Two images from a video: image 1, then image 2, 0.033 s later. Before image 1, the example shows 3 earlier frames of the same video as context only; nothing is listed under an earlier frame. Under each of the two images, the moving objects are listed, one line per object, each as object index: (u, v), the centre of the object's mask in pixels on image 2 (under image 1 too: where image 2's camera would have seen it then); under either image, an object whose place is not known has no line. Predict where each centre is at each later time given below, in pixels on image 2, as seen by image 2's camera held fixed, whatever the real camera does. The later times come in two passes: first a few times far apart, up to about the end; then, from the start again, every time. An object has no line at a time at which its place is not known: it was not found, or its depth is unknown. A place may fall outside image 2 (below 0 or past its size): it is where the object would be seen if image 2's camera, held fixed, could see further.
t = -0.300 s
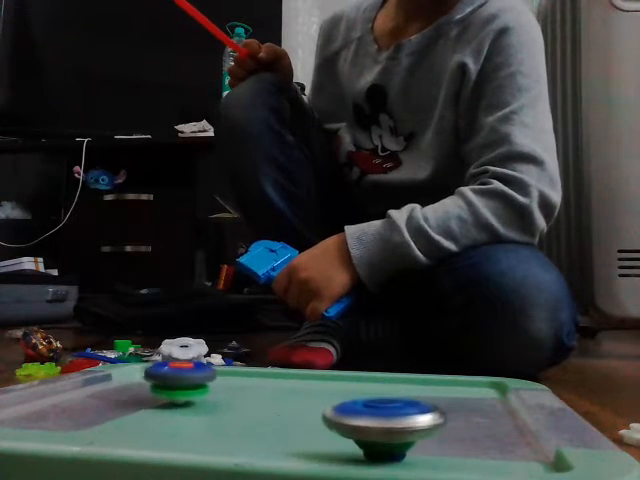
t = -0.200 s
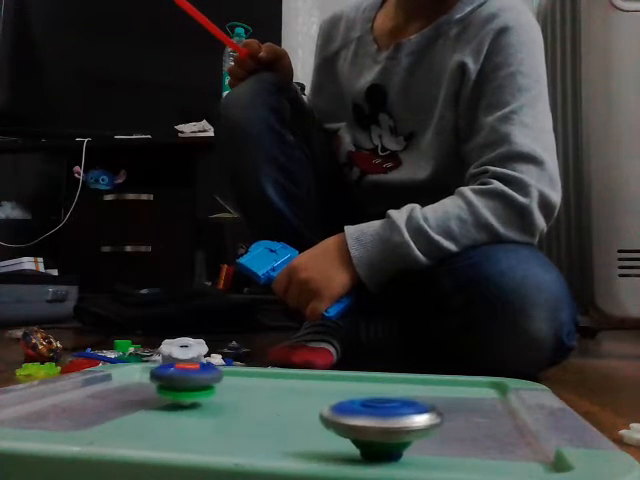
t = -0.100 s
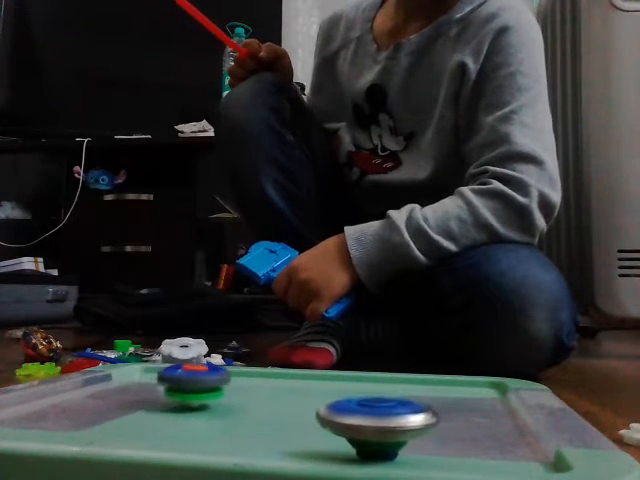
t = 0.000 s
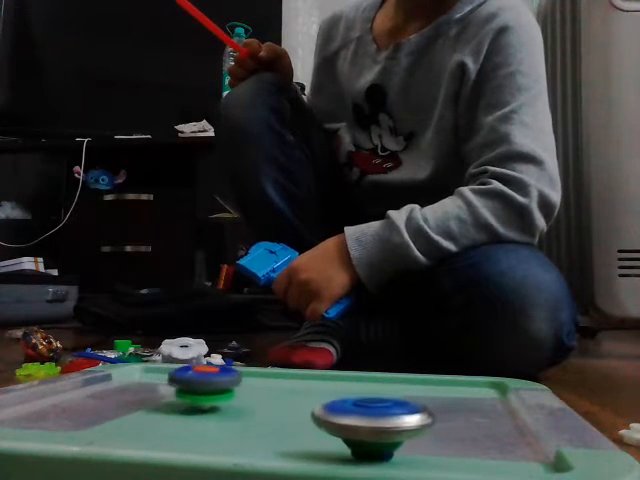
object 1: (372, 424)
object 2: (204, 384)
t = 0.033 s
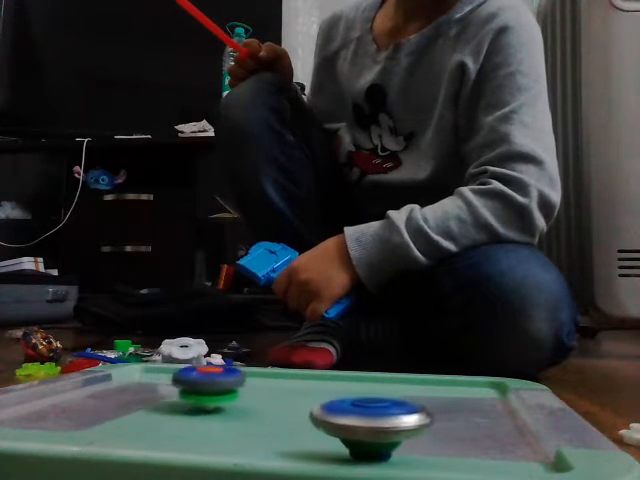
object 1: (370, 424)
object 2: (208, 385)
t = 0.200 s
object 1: (360, 424)
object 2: (231, 387)
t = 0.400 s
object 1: (349, 422)
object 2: (265, 389)
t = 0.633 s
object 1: (343, 419)
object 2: (298, 383)
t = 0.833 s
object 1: (338, 416)
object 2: (322, 378)
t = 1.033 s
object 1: (342, 412)
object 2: (335, 375)
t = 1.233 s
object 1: (350, 406)
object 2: (338, 373)
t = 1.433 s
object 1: (357, 400)
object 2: (327, 374)
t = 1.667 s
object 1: (362, 393)
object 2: (305, 383)
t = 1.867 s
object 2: (289, 385)
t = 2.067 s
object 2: (275, 389)
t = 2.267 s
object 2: (258, 390)
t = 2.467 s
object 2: (247, 393)
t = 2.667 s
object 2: (242, 396)
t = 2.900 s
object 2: (245, 396)
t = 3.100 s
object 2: (248, 396)
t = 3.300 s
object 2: (253, 395)
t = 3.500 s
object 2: (261, 392)
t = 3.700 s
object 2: (264, 389)
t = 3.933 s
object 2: (264, 389)
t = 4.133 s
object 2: (261, 389)
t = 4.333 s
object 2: (258, 389)
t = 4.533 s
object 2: (257, 389)
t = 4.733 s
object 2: (256, 389)
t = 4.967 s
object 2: (263, 389)
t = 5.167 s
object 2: (274, 389)
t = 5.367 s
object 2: (292, 388)
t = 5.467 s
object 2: (298, 388)
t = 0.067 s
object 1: (369, 424)
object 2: (213, 385)
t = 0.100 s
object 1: (367, 424)
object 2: (217, 385)
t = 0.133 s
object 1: (365, 424)
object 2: (221, 386)
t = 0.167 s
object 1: (362, 424)
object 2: (226, 386)
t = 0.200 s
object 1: (360, 424)
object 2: (231, 387)
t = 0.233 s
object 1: (357, 423)
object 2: (237, 387)
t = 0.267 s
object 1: (354, 423)
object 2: (242, 388)
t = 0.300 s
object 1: (352, 423)
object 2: (248, 388)
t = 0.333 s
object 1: (350, 422)
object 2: (253, 388)
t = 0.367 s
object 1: (350, 422)
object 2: (259, 388)
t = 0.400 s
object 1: (349, 422)
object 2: (265, 389)
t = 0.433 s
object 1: (349, 421)
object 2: (270, 389)
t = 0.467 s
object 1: (348, 421)
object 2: (275, 389)
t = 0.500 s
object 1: (347, 421)
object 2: (280, 387)
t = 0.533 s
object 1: (346, 420)
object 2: (285, 386)
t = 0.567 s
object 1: (345, 420)
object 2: (289, 385)
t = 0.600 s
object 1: (344, 420)
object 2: (294, 384)
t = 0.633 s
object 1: (343, 419)
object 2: (298, 383)
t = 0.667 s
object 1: (342, 419)
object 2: (303, 382)
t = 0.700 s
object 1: (340, 419)
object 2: (307, 381)
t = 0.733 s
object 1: (339, 418)
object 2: (312, 380)
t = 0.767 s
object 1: (338, 418)
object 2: (315, 379)
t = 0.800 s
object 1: (338, 417)
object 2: (319, 379)
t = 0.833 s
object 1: (338, 416)
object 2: (322, 378)
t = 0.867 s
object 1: (338, 416)
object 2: (325, 378)
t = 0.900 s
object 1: (338, 415)
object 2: (327, 377)
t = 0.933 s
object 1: (339, 414)
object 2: (329, 377)
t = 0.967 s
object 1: (340, 413)
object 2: (331, 376)
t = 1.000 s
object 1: (341, 413)
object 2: (333, 376)
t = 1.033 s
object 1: (342, 412)
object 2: (335, 375)
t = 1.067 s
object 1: (343, 411)
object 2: (337, 375)
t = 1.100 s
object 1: (345, 410)
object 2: (338, 374)
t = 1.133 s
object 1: (346, 409)
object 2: (338, 374)
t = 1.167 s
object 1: (347, 408)
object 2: (338, 374)
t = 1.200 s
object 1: (349, 407)
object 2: (338, 373)
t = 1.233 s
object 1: (350, 406)
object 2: (338, 373)
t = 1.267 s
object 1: (351, 405)
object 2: (338, 373)
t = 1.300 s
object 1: (352, 404)
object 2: (338, 373)
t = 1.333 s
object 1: (354, 404)
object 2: (336, 373)
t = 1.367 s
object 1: (355, 402)
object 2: (334, 372)
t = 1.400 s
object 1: (356, 401)
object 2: (332, 373)
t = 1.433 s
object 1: (357, 400)
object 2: (327, 374)
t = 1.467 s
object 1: (358, 400)
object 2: (324, 374)
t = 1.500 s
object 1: (358, 398)
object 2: (319, 375)
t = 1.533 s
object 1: (358, 398)
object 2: (316, 376)
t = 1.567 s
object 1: (359, 397)
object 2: (313, 377)
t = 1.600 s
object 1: (360, 396)
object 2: (311, 380)
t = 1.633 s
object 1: (361, 395)
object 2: (308, 382)
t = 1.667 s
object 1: (362, 393)
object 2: (305, 383)
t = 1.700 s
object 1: (362, 392)
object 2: (302, 383)
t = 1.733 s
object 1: (363, 391)
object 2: (299, 384)
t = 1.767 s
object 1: (363, 390)
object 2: (297, 384)
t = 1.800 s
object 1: (363, 389)
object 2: (295, 384)
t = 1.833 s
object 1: (363, 388)
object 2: (292, 385)
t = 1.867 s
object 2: (289, 385)
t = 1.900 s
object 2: (286, 386)
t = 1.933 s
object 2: (283, 386)
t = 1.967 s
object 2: (280, 387)
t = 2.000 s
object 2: (277, 388)
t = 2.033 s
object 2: (276, 389)
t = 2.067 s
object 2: (275, 389)
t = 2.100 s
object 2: (274, 389)
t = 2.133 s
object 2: (272, 389)
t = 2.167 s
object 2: (270, 389)
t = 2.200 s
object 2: (265, 389)
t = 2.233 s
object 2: (261, 390)
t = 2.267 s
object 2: (258, 390)
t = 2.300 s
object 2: (256, 390)
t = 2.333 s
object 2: (254, 391)
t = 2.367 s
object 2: (251, 391)
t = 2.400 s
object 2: (250, 391)
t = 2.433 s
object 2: (248, 392)
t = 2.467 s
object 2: (247, 393)
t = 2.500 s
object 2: (246, 394)
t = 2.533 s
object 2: (244, 394)
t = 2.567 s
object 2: (244, 395)
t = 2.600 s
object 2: (243, 395)
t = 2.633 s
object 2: (243, 396)
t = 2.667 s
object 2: (242, 396)
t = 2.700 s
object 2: (243, 397)
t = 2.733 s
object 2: (243, 397)
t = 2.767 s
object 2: (243, 397)
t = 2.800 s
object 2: (244, 397)
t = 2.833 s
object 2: (244, 396)
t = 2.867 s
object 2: (244, 396)
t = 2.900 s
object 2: (245, 396)
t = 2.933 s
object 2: (245, 396)
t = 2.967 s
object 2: (246, 396)
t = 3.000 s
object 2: (247, 396)
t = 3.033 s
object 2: (247, 396)
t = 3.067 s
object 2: (248, 396)
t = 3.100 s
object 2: (248, 396)
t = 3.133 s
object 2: (249, 396)
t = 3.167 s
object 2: (249, 396)
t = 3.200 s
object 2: (250, 396)
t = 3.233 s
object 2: (251, 395)
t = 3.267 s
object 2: (252, 395)
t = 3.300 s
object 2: (253, 395)
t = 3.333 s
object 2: (254, 395)
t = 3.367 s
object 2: (256, 394)
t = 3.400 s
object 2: (257, 393)
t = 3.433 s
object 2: (259, 393)
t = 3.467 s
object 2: (260, 393)
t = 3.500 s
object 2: (261, 392)
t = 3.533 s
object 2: (262, 391)
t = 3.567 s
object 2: (263, 390)
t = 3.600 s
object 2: (264, 390)
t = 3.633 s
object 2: (265, 390)
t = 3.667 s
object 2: (265, 390)
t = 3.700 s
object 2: (264, 389)
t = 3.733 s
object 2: (264, 389)
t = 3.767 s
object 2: (265, 389)
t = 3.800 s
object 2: (264, 389)
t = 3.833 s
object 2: (264, 389)
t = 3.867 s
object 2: (264, 389)
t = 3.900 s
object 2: (264, 389)
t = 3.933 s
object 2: (264, 389)
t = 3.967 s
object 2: (263, 389)
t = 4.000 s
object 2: (262, 389)
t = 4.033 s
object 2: (261, 389)
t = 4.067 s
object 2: (261, 389)
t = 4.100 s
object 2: (261, 389)
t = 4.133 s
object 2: (261, 389)
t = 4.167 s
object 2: (260, 389)
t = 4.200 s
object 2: (259, 389)
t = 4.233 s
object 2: (258, 389)
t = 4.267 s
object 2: (258, 389)
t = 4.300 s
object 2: (258, 389)
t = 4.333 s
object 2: (258, 389)
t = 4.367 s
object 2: (257, 389)
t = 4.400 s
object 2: (257, 389)
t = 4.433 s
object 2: (257, 389)
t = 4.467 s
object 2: (258, 389)
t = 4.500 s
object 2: (257, 389)
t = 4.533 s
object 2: (257, 389)
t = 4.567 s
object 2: (256, 389)
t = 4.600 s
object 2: (256, 389)
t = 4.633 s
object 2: (257, 389)
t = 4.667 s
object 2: (256, 389)
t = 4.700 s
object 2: (256, 389)
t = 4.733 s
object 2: (256, 389)
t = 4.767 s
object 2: (256, 389)
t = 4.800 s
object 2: (256, 389)
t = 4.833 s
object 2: (256, 389)
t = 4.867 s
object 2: (257, 389)
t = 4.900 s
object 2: (258, 389)
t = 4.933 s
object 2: (261, 389)
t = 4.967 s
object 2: (263, 389)
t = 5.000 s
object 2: (265, 389)
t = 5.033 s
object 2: (266, 388)
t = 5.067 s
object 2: (266, 388)
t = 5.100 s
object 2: (267, 388)
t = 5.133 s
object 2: (268, 388)
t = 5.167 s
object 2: (274, 389)
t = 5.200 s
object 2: (278, 388)
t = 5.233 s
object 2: (281, 389)
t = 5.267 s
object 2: (284, 389)
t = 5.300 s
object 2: (287, 389)
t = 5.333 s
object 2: (290, 389)
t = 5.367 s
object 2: (292, 388)
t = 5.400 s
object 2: (295, 389)
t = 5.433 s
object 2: (297, 388)
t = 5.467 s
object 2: (298, 388)
